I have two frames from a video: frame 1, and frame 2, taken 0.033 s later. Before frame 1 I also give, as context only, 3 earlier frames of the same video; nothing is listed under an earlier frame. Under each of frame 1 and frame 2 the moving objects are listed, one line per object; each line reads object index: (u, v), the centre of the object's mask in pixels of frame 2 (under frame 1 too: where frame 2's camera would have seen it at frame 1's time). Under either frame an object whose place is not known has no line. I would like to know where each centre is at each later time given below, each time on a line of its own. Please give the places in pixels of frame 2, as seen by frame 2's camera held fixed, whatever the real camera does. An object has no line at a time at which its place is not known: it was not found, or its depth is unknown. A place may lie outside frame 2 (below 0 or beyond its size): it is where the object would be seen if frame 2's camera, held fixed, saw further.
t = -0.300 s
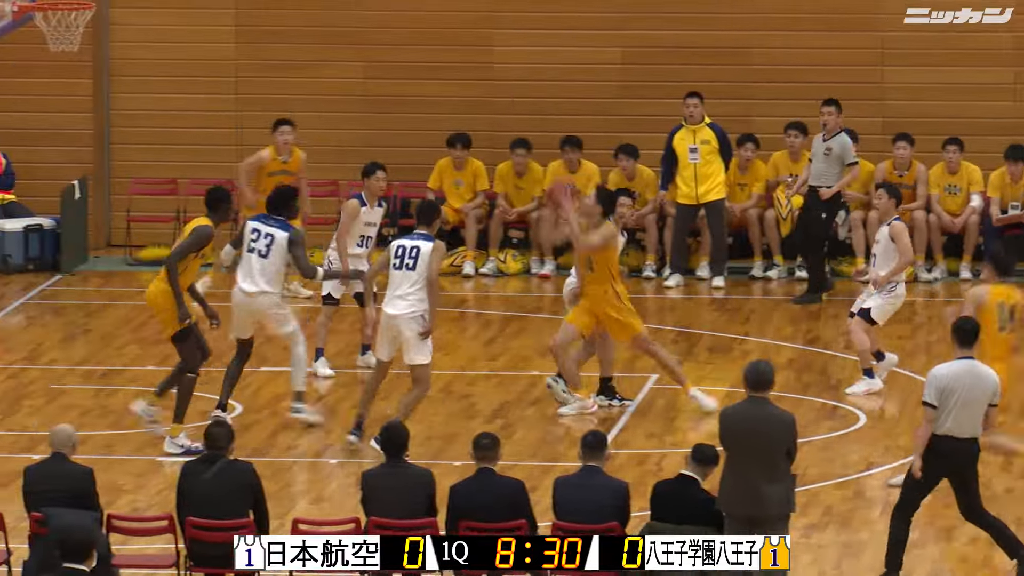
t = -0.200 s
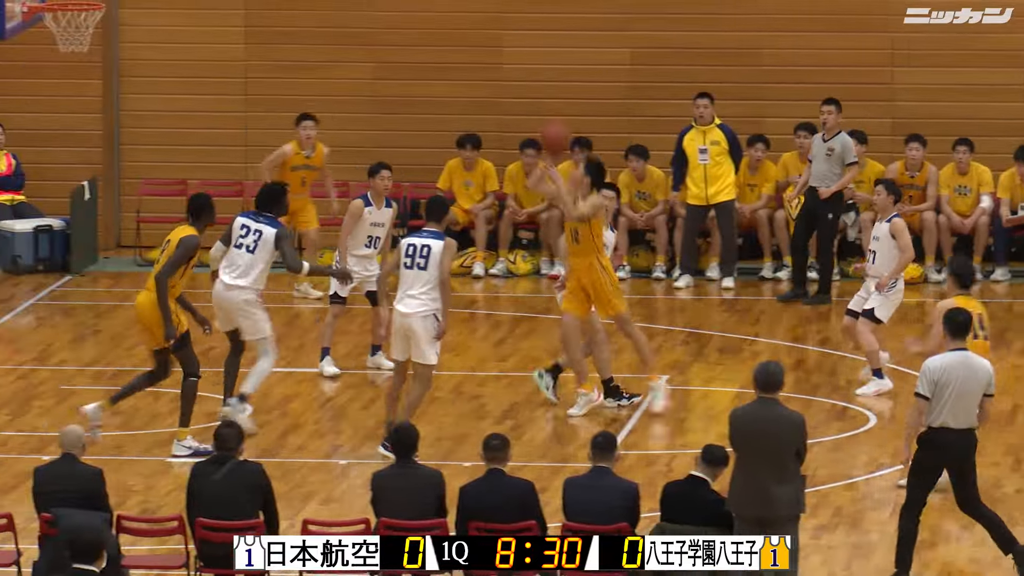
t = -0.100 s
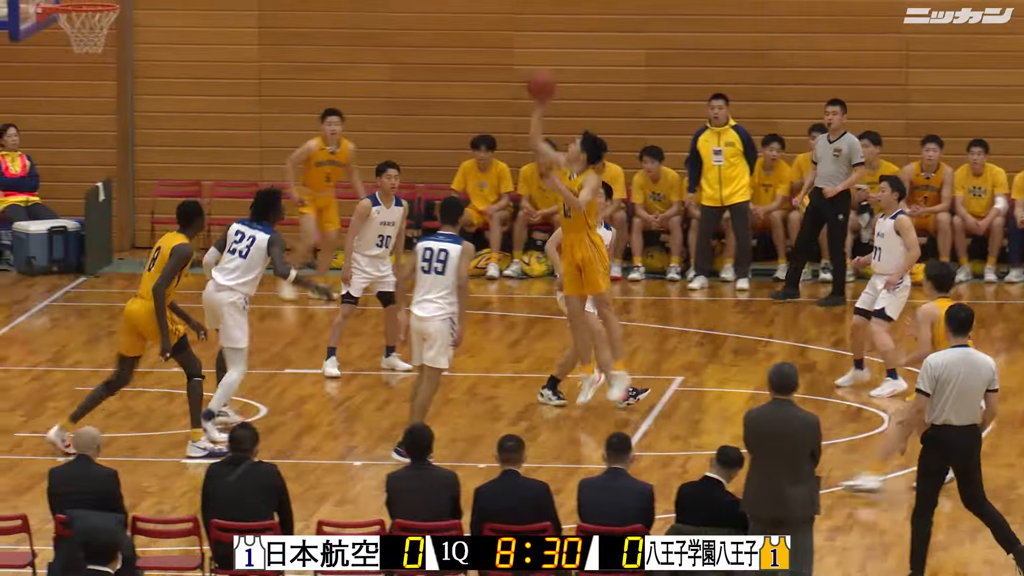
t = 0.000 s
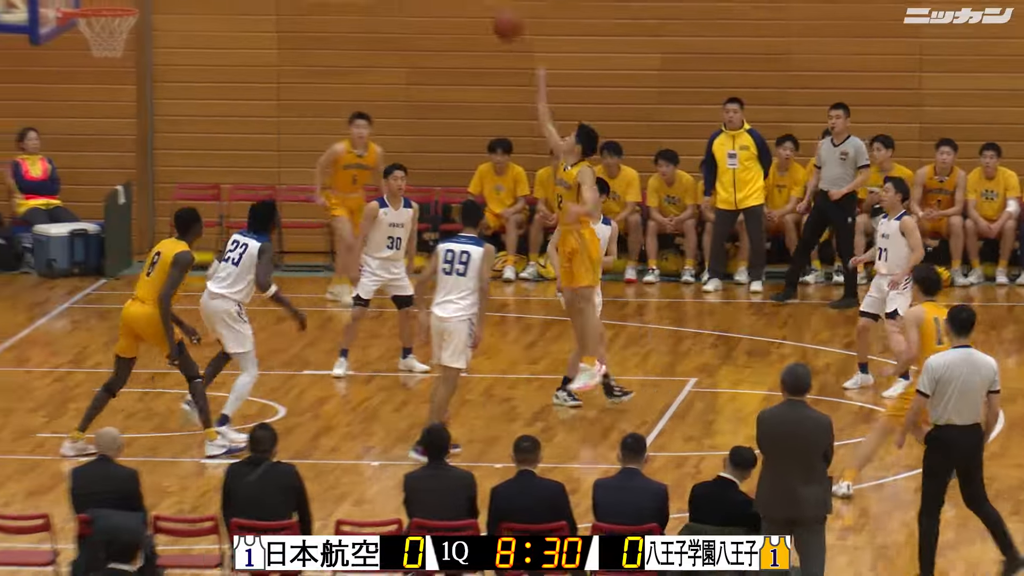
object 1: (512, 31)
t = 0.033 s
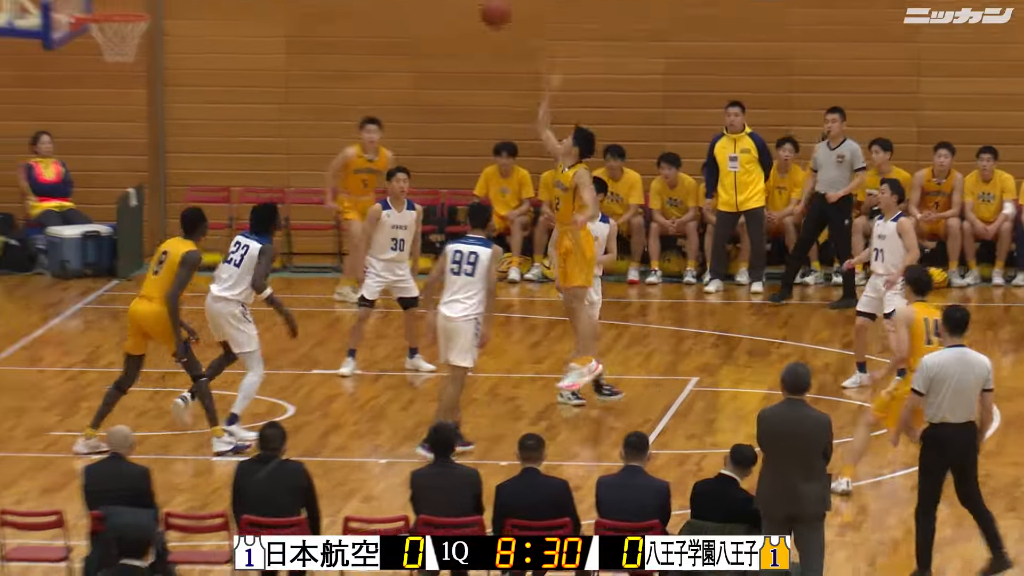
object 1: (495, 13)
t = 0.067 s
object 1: (478, 1)
